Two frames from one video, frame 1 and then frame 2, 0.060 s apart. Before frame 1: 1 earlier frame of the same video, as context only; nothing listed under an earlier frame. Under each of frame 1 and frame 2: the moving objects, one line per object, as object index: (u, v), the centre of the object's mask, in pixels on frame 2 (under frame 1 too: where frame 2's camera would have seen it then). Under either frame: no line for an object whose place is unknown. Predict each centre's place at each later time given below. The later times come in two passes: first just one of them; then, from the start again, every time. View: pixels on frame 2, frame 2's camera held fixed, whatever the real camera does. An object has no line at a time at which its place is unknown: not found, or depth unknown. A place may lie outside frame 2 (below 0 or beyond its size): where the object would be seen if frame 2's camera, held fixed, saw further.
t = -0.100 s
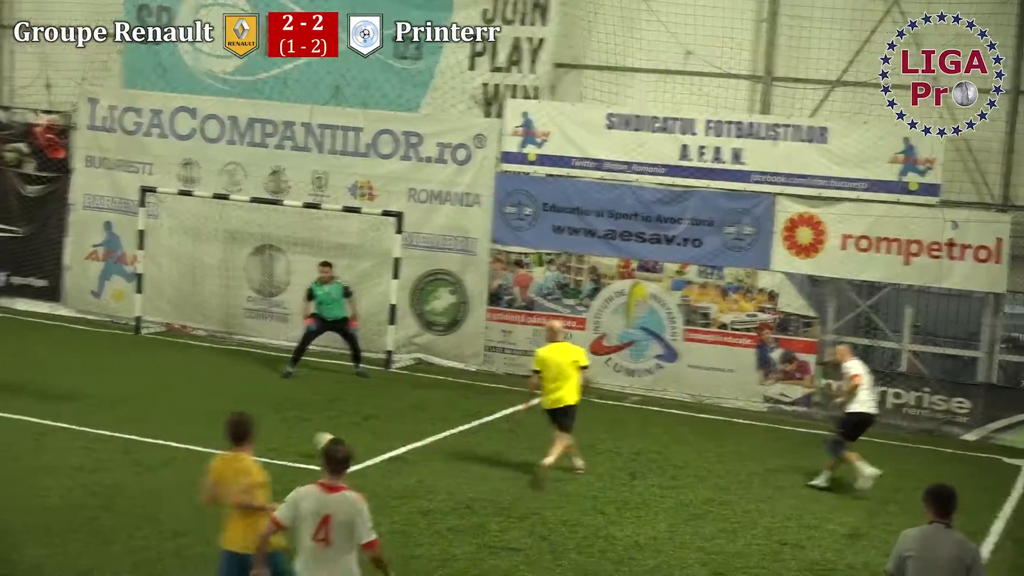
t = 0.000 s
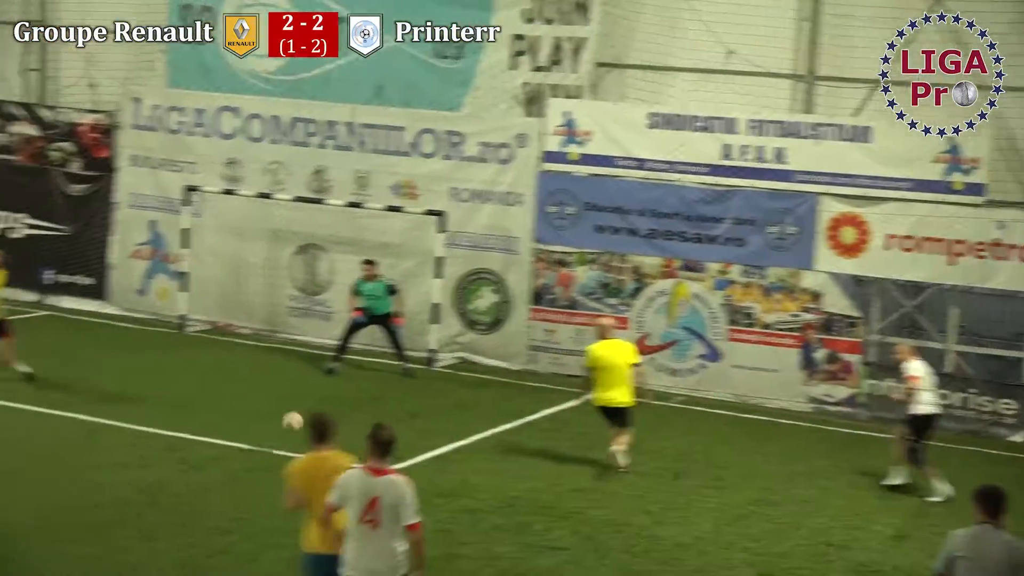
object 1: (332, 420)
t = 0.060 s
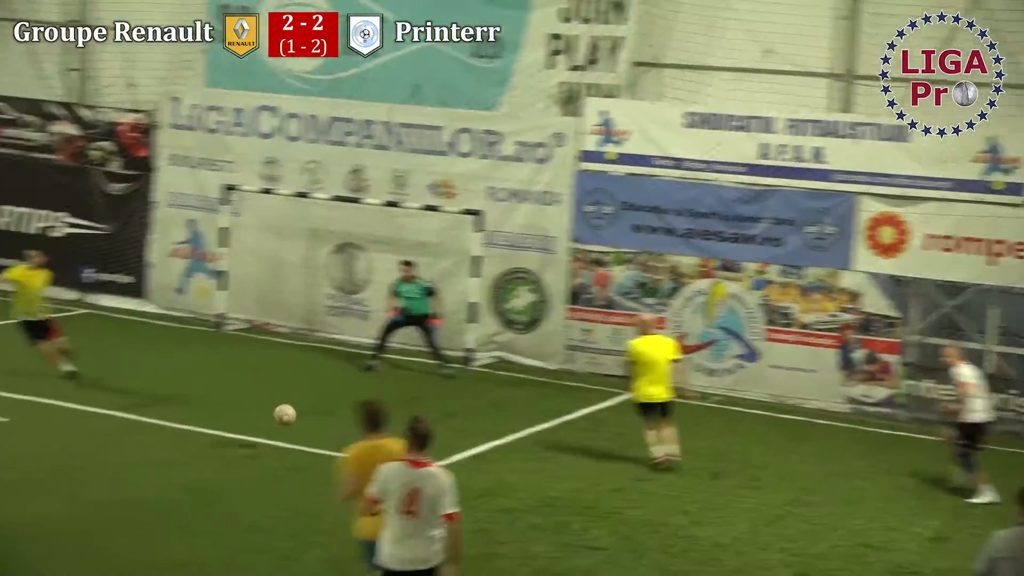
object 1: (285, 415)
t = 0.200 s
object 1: (173, 413)
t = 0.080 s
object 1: (269, 413)
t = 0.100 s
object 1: (253, 412)
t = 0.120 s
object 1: (237, 411)
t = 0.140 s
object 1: (221, 411)
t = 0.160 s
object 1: (205, 411)
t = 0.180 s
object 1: (189, 412)
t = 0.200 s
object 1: (173, 413)
